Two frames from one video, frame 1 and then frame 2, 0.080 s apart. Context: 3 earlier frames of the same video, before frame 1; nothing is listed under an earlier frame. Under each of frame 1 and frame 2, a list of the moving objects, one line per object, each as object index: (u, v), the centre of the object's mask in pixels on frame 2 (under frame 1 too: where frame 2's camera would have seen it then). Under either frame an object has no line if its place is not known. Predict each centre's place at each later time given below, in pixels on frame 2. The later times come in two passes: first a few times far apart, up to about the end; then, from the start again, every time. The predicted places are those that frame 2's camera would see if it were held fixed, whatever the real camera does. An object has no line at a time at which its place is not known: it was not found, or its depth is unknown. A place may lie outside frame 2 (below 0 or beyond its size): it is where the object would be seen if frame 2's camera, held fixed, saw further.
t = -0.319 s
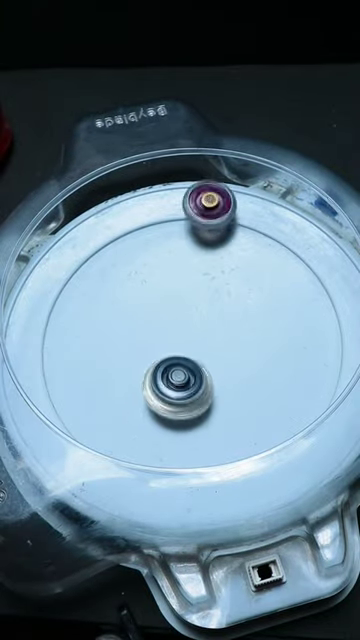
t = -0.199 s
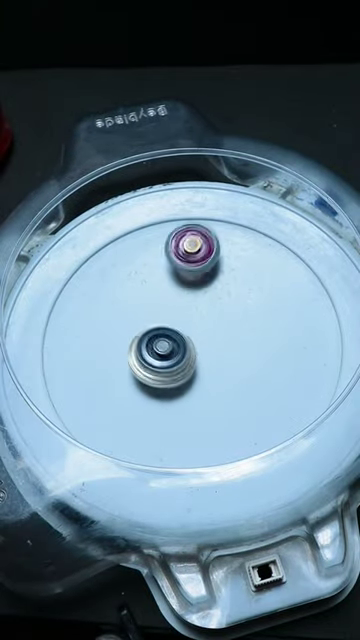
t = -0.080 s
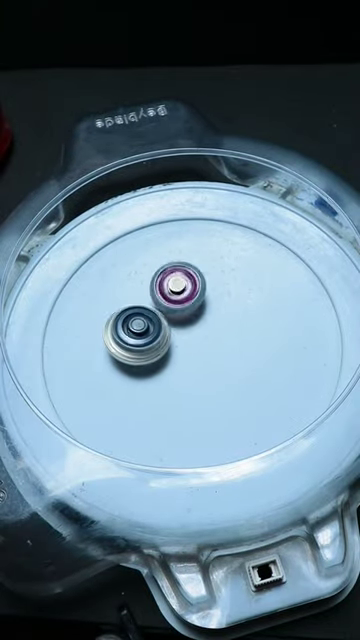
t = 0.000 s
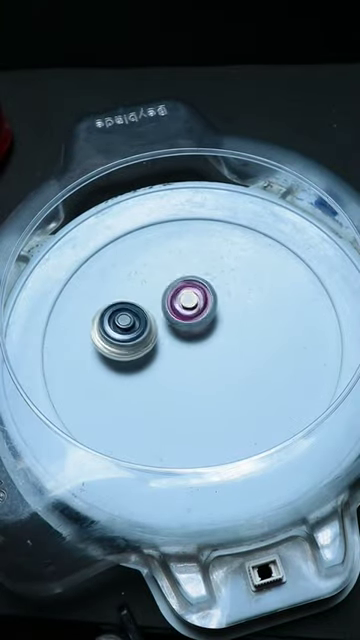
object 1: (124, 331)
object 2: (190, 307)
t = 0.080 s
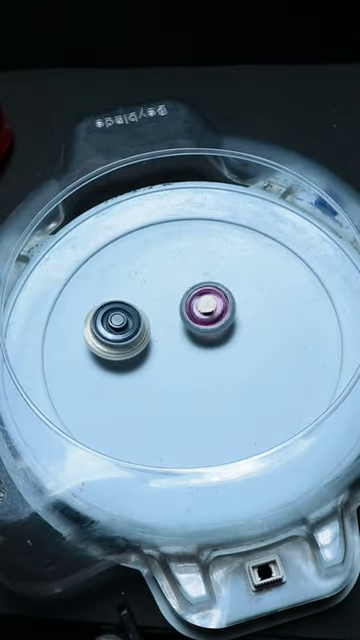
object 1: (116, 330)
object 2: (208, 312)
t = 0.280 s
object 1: (116, 330)
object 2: (240, 300)
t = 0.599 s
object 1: (131, 314)
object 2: (216, 308)
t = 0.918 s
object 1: (145, 301)
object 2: (214, 335)
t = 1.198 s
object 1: (164, 289)
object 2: (206, 384)
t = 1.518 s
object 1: (201, 289)
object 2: (213, 388)
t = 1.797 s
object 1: (211, 304)
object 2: (190, 371)
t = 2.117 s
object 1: (221, 319)
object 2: (146, 365)
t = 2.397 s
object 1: (222, 355)
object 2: (138, 363)
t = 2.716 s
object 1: (234, 373)
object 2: (136, 345)
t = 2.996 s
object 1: (219, 367)
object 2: (132, 329)
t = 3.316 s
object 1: (171, 380)
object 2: (132, 301)
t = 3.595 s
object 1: (164, 378)
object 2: (143, 306)
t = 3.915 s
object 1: (143, 364)
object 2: (163, 300)
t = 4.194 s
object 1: (128, 350)
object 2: (181, 300)
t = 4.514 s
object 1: (131, 327)
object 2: (224, 328)
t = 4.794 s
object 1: (146, 311)
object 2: (217, 329)
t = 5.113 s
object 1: (156, 299)
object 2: (215, 357)
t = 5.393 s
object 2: (205, 369)
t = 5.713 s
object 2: (186, 370)
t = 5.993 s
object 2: (174, 368)
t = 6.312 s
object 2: (120, 391)
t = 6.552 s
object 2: (134, 379)
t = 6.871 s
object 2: (145, 353)
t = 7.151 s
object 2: (119, 315)
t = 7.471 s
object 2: (130, 324)
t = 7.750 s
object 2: (141, 304)
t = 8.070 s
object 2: (164, 294)
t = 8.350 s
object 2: (199, 304)
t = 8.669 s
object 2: (213, 314)
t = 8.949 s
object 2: (226, 337)
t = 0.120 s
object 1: (114, 331)
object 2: (217, 313)
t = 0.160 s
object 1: (113, 331)
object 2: (226, 312)
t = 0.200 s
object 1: (113, 331)
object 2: (232, 309)
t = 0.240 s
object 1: (115, 330)
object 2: (237, 305)
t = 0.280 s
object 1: (116, 330)
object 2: (240, 300)
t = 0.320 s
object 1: (118, 329)
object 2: (238, 297)
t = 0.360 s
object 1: (119, 327)
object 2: (235, 296)
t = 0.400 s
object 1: (121, 326)
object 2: (231, 297)
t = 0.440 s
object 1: (124, 325)
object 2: (226, 298)
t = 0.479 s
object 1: (126, 322)
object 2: (222, 300)
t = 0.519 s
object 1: (128, 320)
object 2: (219, 302)
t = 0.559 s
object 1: (129, 317)
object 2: (216, 305)
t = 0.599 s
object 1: (131, 314)
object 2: (216, 308)
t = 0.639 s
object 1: (132, 312)
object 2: (216, 311)
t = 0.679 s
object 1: (133, 309)
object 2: (217, 314)
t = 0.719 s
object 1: (134, 307)
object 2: (218, 318)
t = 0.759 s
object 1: (135, 305)
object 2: (218, 320)
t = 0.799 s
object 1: (137, 304)
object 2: (218, 323)
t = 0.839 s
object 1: (140, 303)
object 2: (218, 326)
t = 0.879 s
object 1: (143, 302)
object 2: (218, 330)
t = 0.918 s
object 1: (145, 301)
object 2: (214, 335)
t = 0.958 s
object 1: (148, 299)
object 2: (210, 342)
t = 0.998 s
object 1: (150, 298)
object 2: (205, 349)
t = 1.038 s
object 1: (152, 296)
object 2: (200, 358)
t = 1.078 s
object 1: (155, 293)
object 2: (198, 367)
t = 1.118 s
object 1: (159, 291)
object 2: (200, 374)
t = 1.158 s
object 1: (162, 289)
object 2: (202, 381)
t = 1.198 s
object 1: (164, 289)
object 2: (206, 384)
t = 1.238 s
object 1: (167, 290)
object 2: (211, 385)
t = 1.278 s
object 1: (171, 291)
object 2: (214, 387)
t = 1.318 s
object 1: (177, 291)
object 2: (215, 390)
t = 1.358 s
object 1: (184, 291)
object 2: (217, 391)
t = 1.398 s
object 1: (190, 292)
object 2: (218, 391)
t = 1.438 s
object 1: (195, 291)
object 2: (218, 390)
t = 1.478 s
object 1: (199, 290)
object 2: (216, 389)
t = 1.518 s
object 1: (201, 289)
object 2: (213, 388)
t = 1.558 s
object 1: (202, 290)
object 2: (209, 386)
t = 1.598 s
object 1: (203, 293)
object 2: (205, 383)
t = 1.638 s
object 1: (204, 295)
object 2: (201, 380)
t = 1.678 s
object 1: (205, 297)
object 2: (197, 377)
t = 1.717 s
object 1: (207, 300)
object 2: (194, 374)
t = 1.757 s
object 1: (208, 302)
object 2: (193, 372)
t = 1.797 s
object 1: (211, 304)
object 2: (190, 371)
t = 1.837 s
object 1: (213, 306)
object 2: (185, 368)
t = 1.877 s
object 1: (215, 308)
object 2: (177, 363)
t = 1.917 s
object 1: (218, 310)
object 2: (167, 361)
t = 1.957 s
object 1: (220, 311)
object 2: (158, 362)
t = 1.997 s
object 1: (222, 311)
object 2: (151, 364)
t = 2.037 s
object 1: (222, 313)
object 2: (146, 364)
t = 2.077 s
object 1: (221, 315)
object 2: (145, 365)
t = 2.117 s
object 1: (221, 319)
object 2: (146, 365)
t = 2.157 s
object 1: (220, 323)
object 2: (148, 366)
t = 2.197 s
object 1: (220, 327)
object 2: (149, 368)
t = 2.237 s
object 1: (221, 333)
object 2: (150, 369)
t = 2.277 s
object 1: (221, 338)
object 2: (148, 369)
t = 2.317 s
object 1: (221, 345)
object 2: (145, 368)
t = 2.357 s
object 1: (221, 350)
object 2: (141, 366)
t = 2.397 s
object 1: (222, 355)
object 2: (138, 363)
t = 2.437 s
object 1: (225, 359)
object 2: (136, 359)
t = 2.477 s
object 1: (227, 363)
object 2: (136, 355)
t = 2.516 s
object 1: (229, 365)
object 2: (135, 351)
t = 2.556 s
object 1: (230, 367)
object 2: (136, 348)
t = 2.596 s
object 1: (230, 369)
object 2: (137, 346)
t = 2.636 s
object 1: (231, 370)
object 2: (137, 345)
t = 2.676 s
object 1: (232, 372)
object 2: (137, 345)
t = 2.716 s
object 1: (234, 373)
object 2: (136, 345)
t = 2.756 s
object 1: (235, 373)
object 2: (134, 344)
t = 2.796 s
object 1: (235, 373)
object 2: (133, 343)
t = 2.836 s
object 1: (235, 373)
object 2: (132, 341)
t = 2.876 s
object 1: (233, 371)
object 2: (131, 338)
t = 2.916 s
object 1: (230, 370)
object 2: (131, 335)
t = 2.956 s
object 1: (224, 368)
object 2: (131, 333)
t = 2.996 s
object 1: (219, 367)
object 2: (132, 329)
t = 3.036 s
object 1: (212, 364)
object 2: (133, 326)
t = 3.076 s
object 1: (204, 363)
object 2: (135, 324)
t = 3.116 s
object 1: (196, 362)
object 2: (137, 322)
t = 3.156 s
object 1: (189, 363)
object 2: (139, 322)
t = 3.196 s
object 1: (182, 365)
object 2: (140, 321)
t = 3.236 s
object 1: (176, 368)
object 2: (139, 320)
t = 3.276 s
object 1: (173, 376)
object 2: (134, 308)
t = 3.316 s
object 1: (171, 380)
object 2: (132, 301)
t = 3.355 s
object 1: (169, 382)
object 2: (133, 297)
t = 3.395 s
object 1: (168, 383)
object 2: (134, 297)
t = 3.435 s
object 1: (168, 384)
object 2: (137, 298)
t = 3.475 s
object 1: (168, 383)
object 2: (139, 301)
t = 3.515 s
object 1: (167, 382)
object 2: (141, 304)
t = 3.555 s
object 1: (166, 380)
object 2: (142, 305)
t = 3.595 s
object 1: (164, 378)
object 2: (143, 306)
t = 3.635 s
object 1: (162, 376)
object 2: (145, 306)
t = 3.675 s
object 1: (160, 374)
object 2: (146, 305)
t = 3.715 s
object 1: (157, 372)
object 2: (149, 304)
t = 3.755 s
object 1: (154, 370)
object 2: (151, 303)
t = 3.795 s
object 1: (152, 368)
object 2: (154, 302)
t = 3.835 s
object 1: (149, 367)
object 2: (157, 301)
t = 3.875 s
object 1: (146, 365)
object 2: (160, 300)
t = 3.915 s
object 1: (143, 364)
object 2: (163, 300)
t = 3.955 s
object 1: (140, 362)
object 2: (166, 299)
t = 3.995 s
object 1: (138, 361)
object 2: (168, 299)
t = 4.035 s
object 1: (136, 360)
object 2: (171, 299)
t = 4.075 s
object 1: (134, 358)
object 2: (173, 298)
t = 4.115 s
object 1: (132, 356)
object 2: (175, 298)
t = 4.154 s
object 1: (130, 353)
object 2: (177, 297)
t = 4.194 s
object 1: (128, 350)
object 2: (181, 300)
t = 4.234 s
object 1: (128, 347)
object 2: (183, 306)
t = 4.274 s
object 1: (127, 343)
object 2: (188, 313)
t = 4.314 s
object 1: (127, 339)
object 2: (196, 320)
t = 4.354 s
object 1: (126, 336)
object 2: (204, 324)
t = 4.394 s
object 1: (126, 333)
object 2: (212, 326)
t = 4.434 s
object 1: (127, 331)
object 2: (220, 328)
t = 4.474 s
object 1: (129, 329)
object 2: (223, 328)
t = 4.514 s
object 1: (131, 327)
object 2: (224, 328)
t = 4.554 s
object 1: (133, 325)
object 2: (224, 329)
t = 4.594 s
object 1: (135, 323)
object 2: (222, 328)
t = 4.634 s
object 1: (138, 320)
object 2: (221, 328)
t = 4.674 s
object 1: (140, 318)
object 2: (219, 328)
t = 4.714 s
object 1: (142, 316)
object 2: (219, 327)
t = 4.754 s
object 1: (144, 314)
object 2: (218, 328)
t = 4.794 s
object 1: (146, 311)
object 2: (217, 329)
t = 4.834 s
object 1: (146, 309)
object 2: (217, 330)
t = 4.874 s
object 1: (147, 308)
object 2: (218, 332)
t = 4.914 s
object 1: (148, 307)
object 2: (218, 335)
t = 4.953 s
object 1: (150, 305)
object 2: (218, 337)
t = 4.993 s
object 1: (151, 303)
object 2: (217, 341)
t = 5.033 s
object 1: (153, 302)
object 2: (216, 346)
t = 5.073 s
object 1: (155, 301)
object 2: (214, 353)
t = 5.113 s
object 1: (156, 299)
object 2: (215, 357)
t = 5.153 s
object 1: (157, 298)
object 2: (218, 361)
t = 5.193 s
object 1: (158, 298)
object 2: (219, 365)
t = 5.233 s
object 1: (160, 299)
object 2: (218, 369)
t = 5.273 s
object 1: (162, 301)
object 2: (216, 371)
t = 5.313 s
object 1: (166, 303)
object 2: (213, 371)
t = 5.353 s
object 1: (170, 305)
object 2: (208, 370)
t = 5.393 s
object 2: (205, 369)
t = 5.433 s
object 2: (201, 367)
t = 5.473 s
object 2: (199, 367)
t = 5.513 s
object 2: (198, 370)
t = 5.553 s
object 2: (196, 372)
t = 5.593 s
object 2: (193, 372)
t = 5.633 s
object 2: (190, 372)
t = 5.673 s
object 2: (188, 371)
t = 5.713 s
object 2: (186, 370)
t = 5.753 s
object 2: (185, 368)
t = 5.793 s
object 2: (183, 367)
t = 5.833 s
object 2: (182, 367)
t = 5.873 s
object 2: (180, 367)
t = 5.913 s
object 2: (178, 368)
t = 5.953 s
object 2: (176, 368)
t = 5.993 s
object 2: (174, 368)
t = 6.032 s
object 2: (172, 368)
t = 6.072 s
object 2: (169, 368)
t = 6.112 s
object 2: (167, 368)
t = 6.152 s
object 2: (165, 367)
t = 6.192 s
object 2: (150, 376)
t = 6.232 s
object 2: (131, 385)
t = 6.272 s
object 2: (122, 390)
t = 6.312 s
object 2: (120, 391)
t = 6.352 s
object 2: (121, 391)
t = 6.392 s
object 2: (124, 389)
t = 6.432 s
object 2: (126, 386)
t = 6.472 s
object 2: (129, 384)
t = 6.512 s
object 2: (132, 382)
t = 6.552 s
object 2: (134, 379)
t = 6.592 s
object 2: (136, 376)
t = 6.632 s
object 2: (139, 373)
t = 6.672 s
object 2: (141, 370)
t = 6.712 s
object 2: (143, 367)
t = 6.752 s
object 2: (142, 363)
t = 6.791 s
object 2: (142, 359)
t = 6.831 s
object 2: (143, 356)
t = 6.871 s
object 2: (145, 353)
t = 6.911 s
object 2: (146, 350)
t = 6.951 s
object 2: (148, 347)
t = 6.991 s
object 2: (150, 343)
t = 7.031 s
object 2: (151, 340)
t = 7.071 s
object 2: (136, 329)
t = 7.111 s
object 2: (125, 320)
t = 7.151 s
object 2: (119, 315)
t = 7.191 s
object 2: (118, 313)
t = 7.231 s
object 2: (118, 314)
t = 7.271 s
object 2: (120, 317)
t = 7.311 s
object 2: (123, 320)
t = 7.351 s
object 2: (124, 322)
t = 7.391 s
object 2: (126, 324)
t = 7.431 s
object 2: (128, 324)
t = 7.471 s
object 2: (130, 324)
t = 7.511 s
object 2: (131, 322)
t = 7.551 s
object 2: (133, 319)
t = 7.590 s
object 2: (133, 316)
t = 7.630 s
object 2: (135, 313)
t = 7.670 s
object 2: (138, 309)
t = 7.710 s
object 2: (140, 305)
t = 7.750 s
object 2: (141, 304)
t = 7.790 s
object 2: (145, 301)
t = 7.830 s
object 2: (148, 299)
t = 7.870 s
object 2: (150, 297)
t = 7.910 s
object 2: (152, 296)
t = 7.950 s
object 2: (154, 296)
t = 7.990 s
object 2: (157, 294)
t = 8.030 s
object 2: (160, 294)
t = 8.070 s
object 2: (164, 294)
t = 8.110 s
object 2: (170, 294)
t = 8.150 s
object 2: (178, 296)
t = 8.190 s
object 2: (186, 299)
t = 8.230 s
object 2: (192, 300)
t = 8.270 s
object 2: (195, 301)
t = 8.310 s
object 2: (198, 302)
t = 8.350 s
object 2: (199, 304)
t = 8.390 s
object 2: (200, 305)
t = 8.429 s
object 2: (201, 306)
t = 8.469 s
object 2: (202, 306)
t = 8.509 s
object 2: (204, 307)
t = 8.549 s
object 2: (206, 308)
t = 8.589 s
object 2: (208, 309)
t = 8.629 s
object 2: (211, 312)
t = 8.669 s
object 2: (213, 314)
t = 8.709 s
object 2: (216, 316)
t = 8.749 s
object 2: (218, 320)
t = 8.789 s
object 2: (221, 324)
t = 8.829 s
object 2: (222, 328)
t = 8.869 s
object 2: (224, 330)
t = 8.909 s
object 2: (225, 334)
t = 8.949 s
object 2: (226, 337)
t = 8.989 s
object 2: (227, 340)
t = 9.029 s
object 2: (227, 343)
